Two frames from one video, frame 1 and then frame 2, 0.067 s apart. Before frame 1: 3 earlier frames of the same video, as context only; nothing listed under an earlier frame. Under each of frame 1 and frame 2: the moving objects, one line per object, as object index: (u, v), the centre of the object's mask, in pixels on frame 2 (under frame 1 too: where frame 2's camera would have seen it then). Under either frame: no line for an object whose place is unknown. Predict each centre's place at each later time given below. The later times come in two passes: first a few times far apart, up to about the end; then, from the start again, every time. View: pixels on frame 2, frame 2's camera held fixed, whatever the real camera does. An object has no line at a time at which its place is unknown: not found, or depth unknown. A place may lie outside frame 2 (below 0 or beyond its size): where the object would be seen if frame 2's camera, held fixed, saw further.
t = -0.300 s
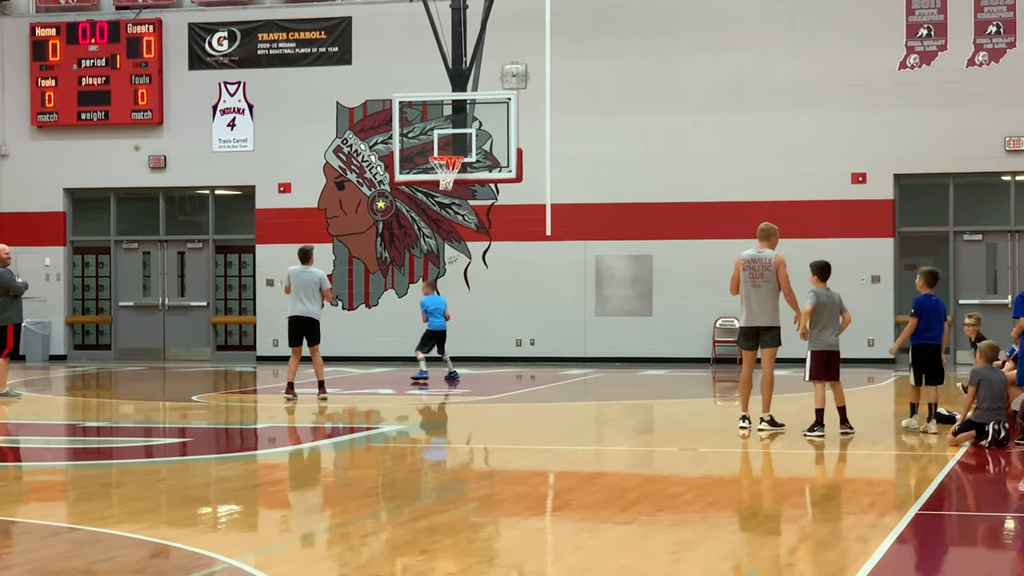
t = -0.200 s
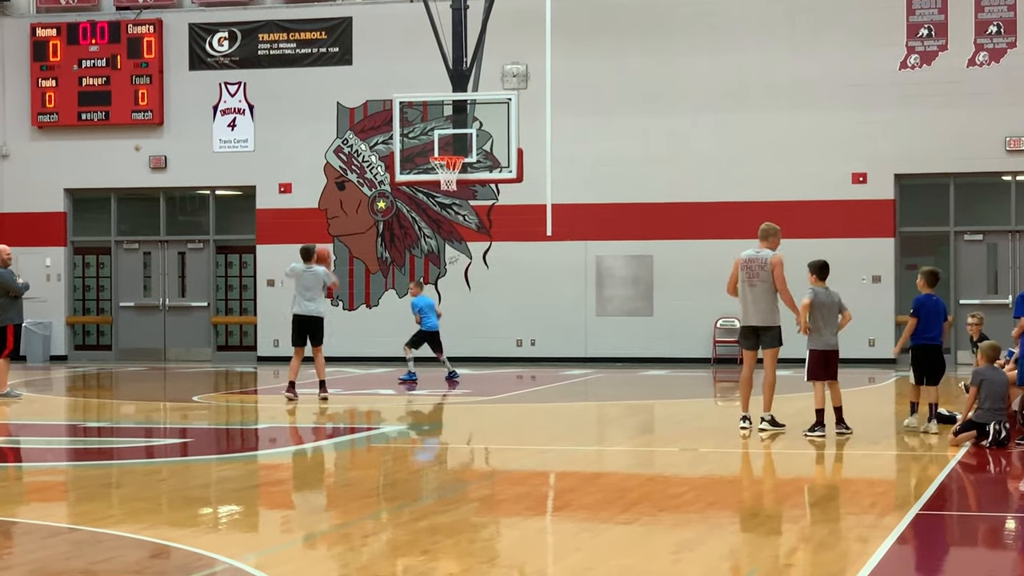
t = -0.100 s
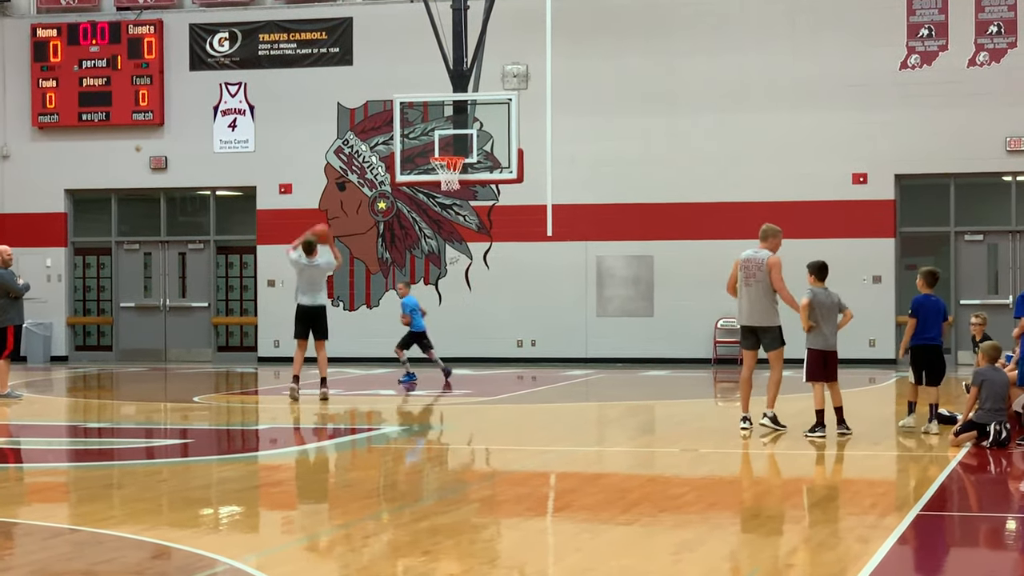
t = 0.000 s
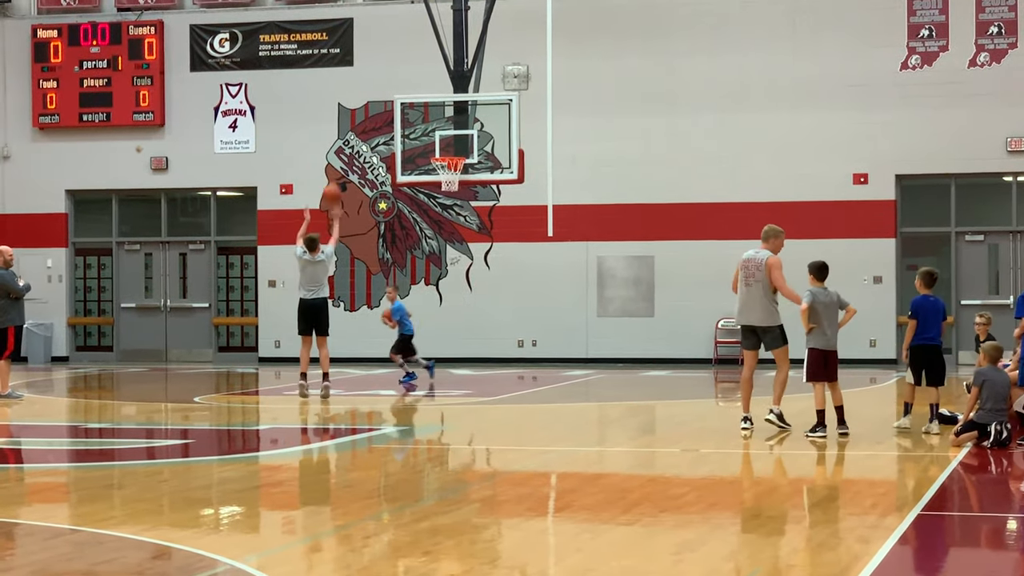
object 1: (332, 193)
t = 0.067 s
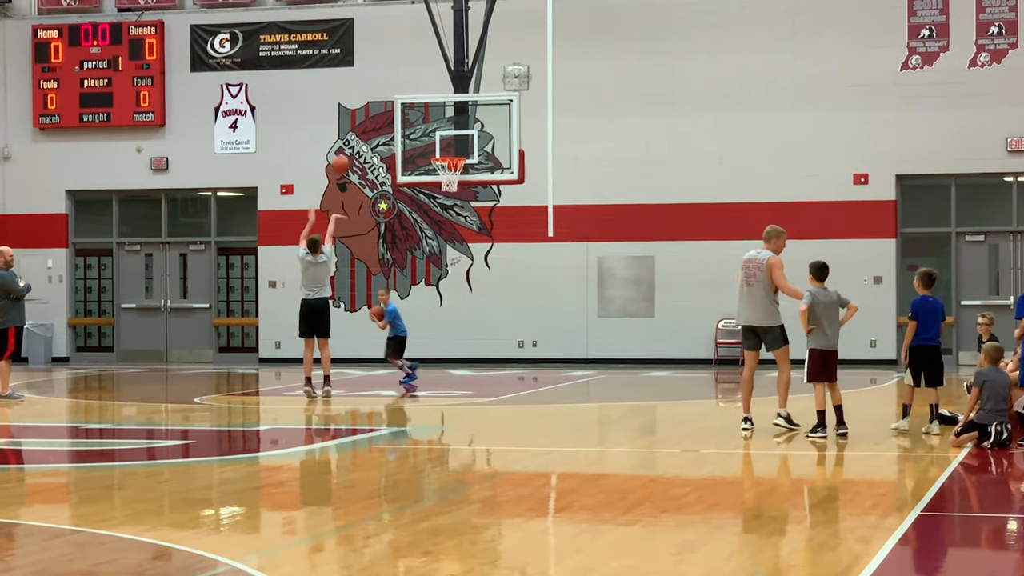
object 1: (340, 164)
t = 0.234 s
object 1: (360, 111)
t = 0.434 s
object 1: (383, 78)
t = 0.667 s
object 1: (408, 80)
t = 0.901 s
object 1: (431, 120)
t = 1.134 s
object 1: (451, 178)
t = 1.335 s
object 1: (454, 220)
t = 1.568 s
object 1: (456, 307)
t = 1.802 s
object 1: (457, 338)
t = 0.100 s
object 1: (344, 152)
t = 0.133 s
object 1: (348, 139)
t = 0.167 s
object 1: (353, 128)
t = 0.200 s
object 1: (357, 119)
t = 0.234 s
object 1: (360, 111)
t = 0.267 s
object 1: (364, 103)
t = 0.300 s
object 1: (368, 96)
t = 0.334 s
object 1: (372, 91)
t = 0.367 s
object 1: (376, 86)
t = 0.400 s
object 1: (380, 81)
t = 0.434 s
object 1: (383, 78)
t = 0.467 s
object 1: (387, 76)
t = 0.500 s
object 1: (391, 75)
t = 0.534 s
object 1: (394, 74)
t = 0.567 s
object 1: (398, 74)
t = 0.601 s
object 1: (401, 75)
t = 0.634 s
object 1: (405, 77)
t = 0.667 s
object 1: (408, 80)
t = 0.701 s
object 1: (412, 83)
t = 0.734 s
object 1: (415, 87)
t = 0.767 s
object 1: (418, 92)
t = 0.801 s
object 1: (422, 98)
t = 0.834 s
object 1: (425, 104)
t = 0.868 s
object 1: (428, 112)
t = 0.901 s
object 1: (431, 120)
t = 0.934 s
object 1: (434, 128)
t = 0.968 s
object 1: (438, 138)
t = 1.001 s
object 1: (441, 148)
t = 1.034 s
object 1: (444, 154)
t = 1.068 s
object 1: (448, 166)
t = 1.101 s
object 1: (449, 178)
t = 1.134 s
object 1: (451, 178)
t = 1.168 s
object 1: (453, 181)
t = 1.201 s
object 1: (453, 187)
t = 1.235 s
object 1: (454, 194)
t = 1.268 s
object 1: (453, 203)
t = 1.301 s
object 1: (454, 212)
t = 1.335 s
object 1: (454, 220)
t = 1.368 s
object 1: (455, 231)
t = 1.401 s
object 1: (454, 242)
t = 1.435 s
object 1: (454, 253)
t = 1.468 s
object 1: (455, 265)
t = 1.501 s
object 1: (455, 279)
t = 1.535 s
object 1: (455, 293)
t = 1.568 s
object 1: (456, 307)
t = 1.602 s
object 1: (456, 323)
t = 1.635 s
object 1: (456, 339)
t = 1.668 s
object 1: (456, 357)
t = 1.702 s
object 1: (457, 372)
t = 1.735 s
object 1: (457, 361)
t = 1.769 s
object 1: (457, 349)
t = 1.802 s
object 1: (457, 338)
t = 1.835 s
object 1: (457, 328)
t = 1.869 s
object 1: (457, 318)
